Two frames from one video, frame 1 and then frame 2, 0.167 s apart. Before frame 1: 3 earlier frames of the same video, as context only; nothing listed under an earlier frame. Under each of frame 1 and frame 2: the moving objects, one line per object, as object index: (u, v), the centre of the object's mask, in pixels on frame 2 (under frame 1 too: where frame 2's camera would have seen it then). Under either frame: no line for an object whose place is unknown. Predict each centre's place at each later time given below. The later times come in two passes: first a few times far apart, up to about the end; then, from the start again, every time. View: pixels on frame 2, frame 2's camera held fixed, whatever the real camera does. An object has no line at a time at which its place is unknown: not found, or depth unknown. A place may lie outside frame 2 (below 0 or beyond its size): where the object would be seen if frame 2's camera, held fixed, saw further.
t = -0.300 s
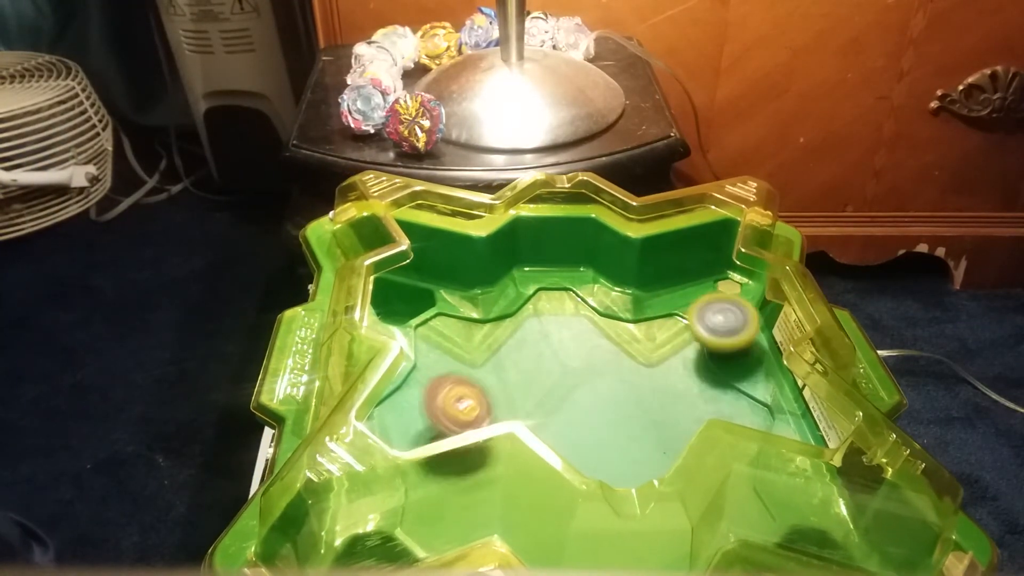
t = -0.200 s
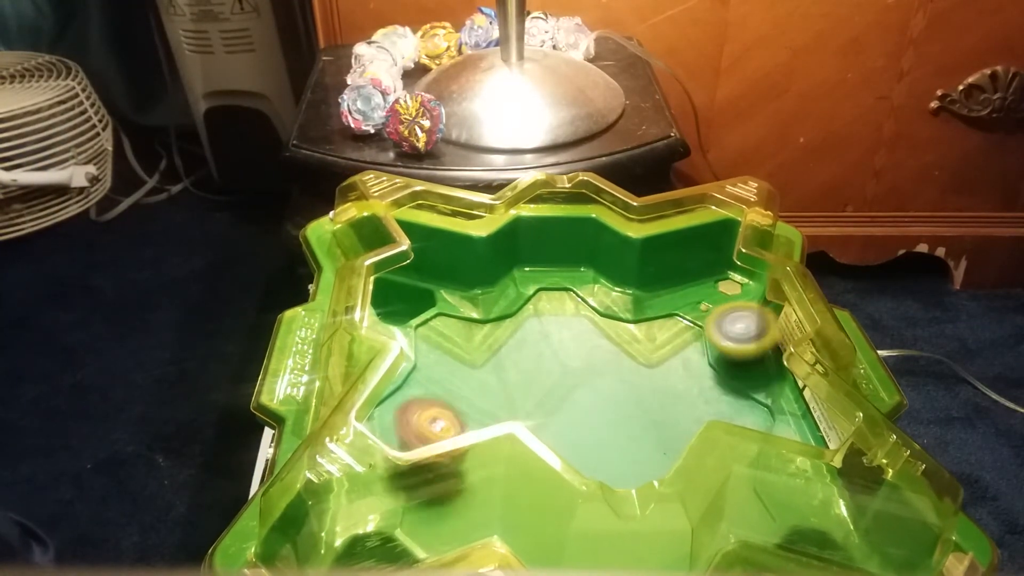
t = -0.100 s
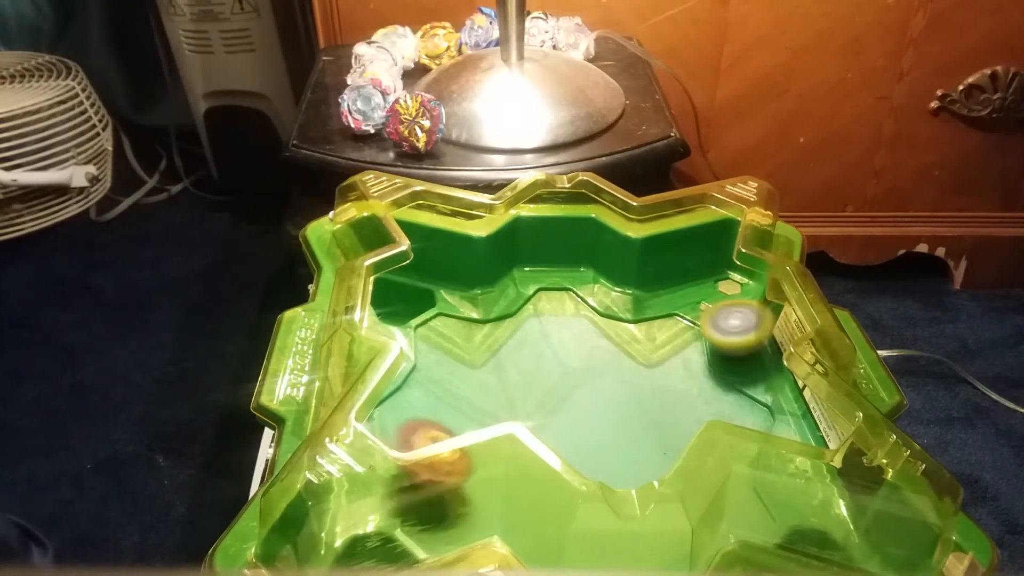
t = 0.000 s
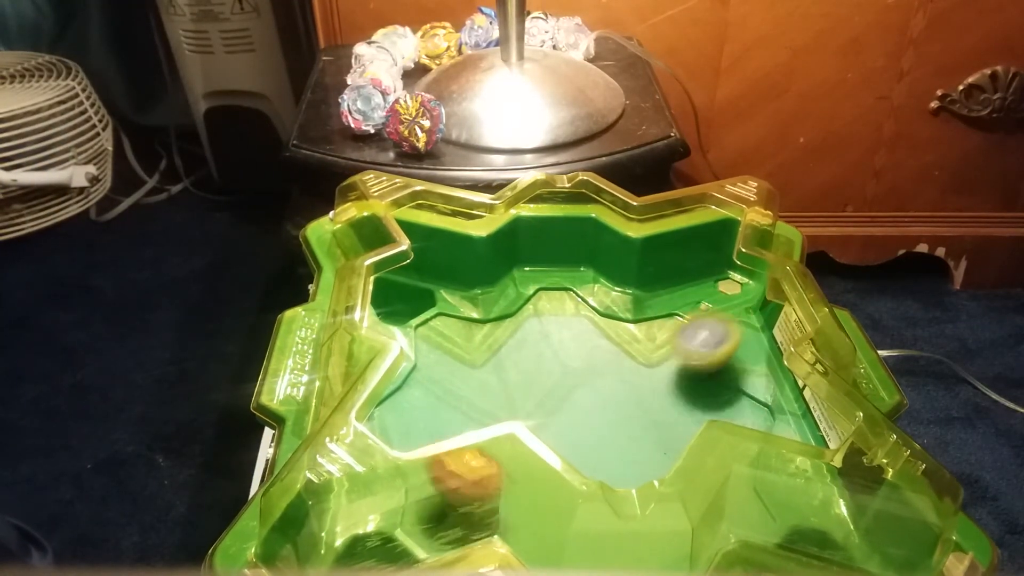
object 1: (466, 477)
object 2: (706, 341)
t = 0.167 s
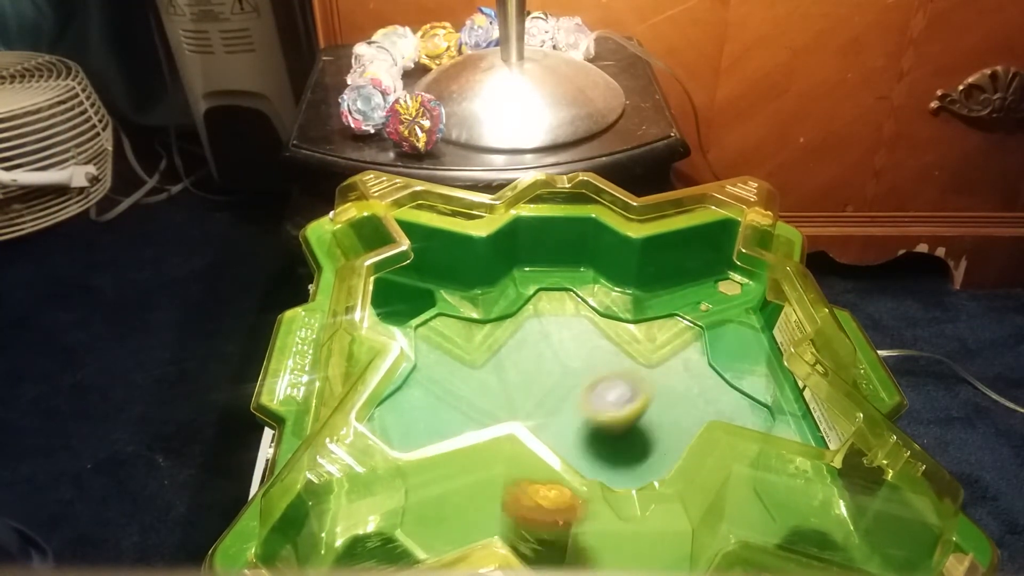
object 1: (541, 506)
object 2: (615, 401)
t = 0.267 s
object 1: (600, 510)
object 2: (586, 439)
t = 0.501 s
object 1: (703, 473)
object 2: (559, 515)
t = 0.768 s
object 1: (728, 390)
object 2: (628, 470)
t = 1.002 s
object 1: (673, 334)
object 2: (545, 395)
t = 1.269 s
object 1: (576, 325)
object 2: (458, 402)
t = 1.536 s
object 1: (503, 374)
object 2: (596, 415)
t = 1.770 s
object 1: (504, 448)
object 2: (654, 345)
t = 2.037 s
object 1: (608, 499)
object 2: (594, 346)
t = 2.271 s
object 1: (698, 478)
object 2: (630, 431)
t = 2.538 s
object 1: (797, 444)
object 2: (529, 410)
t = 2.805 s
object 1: (711, 423)
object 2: (573, 447)
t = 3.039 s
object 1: (696, 394)
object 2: (481, 412)
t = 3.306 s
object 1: (673, 417)
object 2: (430, 410)
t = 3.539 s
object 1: (620, 444)
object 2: (514, 405)
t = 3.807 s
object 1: (599, 480)
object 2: (601, 383)
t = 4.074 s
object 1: (624, 473)
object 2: (685, 386)
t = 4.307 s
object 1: (613, 448)
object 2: (730, 423)
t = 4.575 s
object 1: (564, 417)
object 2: (697, 476)
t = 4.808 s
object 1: (522, 411)
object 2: (618, 473)
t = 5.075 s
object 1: (510, 407)
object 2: (594, 448)
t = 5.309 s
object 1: (515, 393)
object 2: (618, 412)
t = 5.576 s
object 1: (546, 385)
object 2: (628, 379)
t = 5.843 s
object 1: (562, 378)
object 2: (659, 401)
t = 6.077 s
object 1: (600, 388)
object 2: (655, 437)
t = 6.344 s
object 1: (642, 398)
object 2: (619, 458)
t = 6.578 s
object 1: (655, 411)
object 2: (576, 444)
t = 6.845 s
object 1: (642, 433)
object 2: (564, 410)
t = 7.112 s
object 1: (639, 450)
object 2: (594, 394)
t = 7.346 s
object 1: (636, 464)
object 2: (624, 380)
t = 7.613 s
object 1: (644, 457)
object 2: (630, 384)
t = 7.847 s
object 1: (619, 451)
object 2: (609, 391)
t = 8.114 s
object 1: (593, 456)
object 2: (584, 381)
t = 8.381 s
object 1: (605, 452)
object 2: (580, 377)
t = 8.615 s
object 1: (605, 444)
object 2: (587, 387)
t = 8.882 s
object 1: (626, 444)
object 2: (583, 376)
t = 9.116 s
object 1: (659, 428)
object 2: (580, 409)
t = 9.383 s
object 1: (666, 427)
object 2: (564, 421)
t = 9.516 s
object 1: (647, 430)
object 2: (568, 417)
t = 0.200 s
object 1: (562, 511)
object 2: (603, 413)
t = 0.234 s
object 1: (583, 510)
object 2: (594, 428)
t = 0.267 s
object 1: (600, 510)
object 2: (586, 439)
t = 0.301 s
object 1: (618, 510)
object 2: (584, 447)
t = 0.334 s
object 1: (629, 509)
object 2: (583, 454)
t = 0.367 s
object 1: (658, 503)
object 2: (569, 473)
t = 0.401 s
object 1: (671, 491)
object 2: (564, 480)
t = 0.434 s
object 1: (685, 487)
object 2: (559, 490)
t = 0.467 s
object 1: (695, 482)
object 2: (557, 504)
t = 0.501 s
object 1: (703, 473)
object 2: (559, 515)
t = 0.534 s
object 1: (712, 463)
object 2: (570, 522)
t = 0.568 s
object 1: (719, 453)
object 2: (587, 528)
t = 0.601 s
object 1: (725, 443)
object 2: (603, 530)
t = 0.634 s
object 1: (734, 416)
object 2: (620, 523)
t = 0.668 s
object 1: (734, 411)
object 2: (633, 514)
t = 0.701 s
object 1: (733, 404)
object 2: (638, 501)
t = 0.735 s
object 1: (731, 396)
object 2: (633, 486)
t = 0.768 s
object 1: (728, 390)
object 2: (628, 470)
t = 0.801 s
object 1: (723, 379)
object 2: (622, 459)
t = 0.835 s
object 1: (718, 370)
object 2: (612, 448)
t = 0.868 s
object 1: (711, 361)
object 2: (600, 435)
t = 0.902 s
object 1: (703, 354)
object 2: (587, 425)
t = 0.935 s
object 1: (694, 348)
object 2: (574, 414)
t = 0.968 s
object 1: (683, 340)
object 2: (559, 404)
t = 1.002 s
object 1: (673, 334)
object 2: (545, 395)
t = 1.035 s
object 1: (662, 330)
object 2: (530, 388)
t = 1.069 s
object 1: (649, 326)
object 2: (514, 383)
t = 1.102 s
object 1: (638, 323)
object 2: (498, 380)
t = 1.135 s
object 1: (625, 322)
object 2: (483, 377)
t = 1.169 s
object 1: (613, 321)
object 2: (470, 379)
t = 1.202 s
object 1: (601, 321)
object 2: (460, 383)
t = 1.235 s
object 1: (587, 323)
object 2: (456, 393)
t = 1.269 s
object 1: (576, 325)
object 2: (458, 402)
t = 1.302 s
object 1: (564, 328)
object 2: (466, 408)
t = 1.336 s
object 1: (553, 333)
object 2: (478, 412)
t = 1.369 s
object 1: (542, 337)
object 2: (504, 422)
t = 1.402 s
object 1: (532, 343)
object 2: (529, 418)
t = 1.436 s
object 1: (524, 350)
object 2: (546, 422)
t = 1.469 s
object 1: (516, 357)
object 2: (562, 424)
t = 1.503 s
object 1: (509, 365)
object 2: (580, 422)
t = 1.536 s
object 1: (503, 374)
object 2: (596, 415)
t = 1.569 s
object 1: (500, 385)
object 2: (611, 407)
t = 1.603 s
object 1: (497, 392)
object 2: (622, 399)
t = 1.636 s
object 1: (494, 399)
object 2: (631, 389)
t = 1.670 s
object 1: (493, 405)
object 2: (640, 379)
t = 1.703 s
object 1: (495, 417)
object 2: (646, 369)
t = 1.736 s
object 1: (499, 436)
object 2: (651, 359)
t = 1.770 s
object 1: (504, 448)
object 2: (654, 345)
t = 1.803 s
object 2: (650, 334)
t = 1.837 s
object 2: (644, 325)
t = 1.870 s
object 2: (637, 319)
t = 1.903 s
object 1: (547, 481)
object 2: (628, 315)
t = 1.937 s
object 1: (559, 486)
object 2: (618, 317)
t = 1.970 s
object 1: (575, 493)
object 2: (608, 323)
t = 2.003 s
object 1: (589, 497)
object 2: (599, 335)
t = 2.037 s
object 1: (608, 499)
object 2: (594, 346)
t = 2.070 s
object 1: (619, 499)
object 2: (592, 362)
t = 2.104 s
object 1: (635, 498)
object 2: (594, 372)
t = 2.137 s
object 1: (649, 498)
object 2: (597, 387)
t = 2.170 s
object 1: (666, 496)
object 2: (603, 398)
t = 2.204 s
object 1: (679, 488)
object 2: (610, 410)
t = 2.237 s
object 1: (691, 482)
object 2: (620, 421)
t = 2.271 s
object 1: (698, 478)
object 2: (630, 431)
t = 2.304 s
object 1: (722, 474)
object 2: (625, 428)
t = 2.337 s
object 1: (755, 479)
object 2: (608, 421)
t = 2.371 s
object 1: (768, 478)
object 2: (594, 415)
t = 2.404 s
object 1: (773, 478)
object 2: (581, 412)
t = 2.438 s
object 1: (779, 474)
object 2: (568, 411)
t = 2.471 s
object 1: (789, 461)
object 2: (553, 410)
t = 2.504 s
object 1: (793, 453)
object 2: (541, 410)
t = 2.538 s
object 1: (797, 444)
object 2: (529, 410)
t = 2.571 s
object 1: (799, 438)
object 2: (518, 412)
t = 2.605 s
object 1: (798, 430)
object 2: (511, 423)
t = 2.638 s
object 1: (790, 423)
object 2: (508, 435)
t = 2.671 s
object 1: (780, 411)
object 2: (512, 445)
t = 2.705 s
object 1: (765, 409)
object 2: (520, 454)
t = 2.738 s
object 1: (750, 408)
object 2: (535, 453)
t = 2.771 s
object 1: (728, 408)
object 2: (563, 446)
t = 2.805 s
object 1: (711, 423)
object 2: (573, 447)
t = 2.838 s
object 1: (696, 424)
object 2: (583, 447)
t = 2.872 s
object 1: (674, 422)
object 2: (590, 444)
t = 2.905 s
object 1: (676, 416)
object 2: (576, 436)
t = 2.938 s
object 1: (691, 405)
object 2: (551, 426)
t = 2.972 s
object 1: (697, 401)
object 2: (518, 417)
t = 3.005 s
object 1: (698, 396)
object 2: (494, 413)
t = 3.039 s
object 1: (696, 394)
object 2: (481, 412)
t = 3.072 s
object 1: (696, 396)
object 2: (472, 412)
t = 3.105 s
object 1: (696, 399)
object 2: (462, 411)
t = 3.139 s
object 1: (695, 400)
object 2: (452, 411)
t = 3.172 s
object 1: (694, 402)
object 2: (442, 410)
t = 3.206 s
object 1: (690, 406)
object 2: (435, 409)
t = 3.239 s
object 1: (685, 409)
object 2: (429, 409)
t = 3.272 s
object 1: (679, 414)
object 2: (428, 409)
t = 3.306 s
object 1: (673, 417)
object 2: (430, 410)
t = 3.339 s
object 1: (666, 422)
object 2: (436, 410)
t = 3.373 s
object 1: (659, 427)
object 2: (446, 410)
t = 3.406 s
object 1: (653, 431)
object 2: (458, 409)
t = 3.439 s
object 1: (644, 436)
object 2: (471, 407)
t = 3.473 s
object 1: (637, 438)
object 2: (485, 405)
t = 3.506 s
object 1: (628, 441)
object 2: (498, 405)
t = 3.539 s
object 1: (620, 444)
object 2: (514, 405)
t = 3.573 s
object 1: (611, 447)
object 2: (528, 407)
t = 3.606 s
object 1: (603, 449)
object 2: (542, 408)
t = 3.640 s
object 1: (598, 451)
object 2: (550, 405)
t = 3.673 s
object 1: (600, 457)
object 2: (559, 399)
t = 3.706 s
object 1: (599, 461)
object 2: (570, 393)
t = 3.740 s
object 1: (601, 464)
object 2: (581, 388)
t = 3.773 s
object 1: (603, 468)
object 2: (591, 386)
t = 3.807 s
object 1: (599, 480)
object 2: (601, 383)
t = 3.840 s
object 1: (602, 484)
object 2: (612, 381)
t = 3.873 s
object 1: (601, 499)
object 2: (621, 380)
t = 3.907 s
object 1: (602, 499)
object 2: (632, 380)
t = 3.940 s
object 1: (609, 488)
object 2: (643, 380)
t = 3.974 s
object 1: (610, 488)
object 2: (653, 381)
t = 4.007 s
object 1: (621, 476)
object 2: (665, 382)
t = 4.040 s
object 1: (624, 475)
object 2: (675, 383)
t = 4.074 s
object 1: (624, 473)
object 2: (685, 386)
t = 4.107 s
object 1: (624, 470)
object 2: (694, 390)
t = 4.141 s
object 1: (627, 467)
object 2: (702, 393)
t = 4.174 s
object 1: (625, 464)
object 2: (710, 397)
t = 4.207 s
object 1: (624, 461)
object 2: (717, 401)
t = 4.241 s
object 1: (622, 457)
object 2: (724, 405)
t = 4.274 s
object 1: (618, 453)
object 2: (728, 416)
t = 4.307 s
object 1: (613, 448)
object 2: (730, 423)
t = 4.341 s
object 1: (608, 443)
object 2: (733, 431)
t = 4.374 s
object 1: (603, 439)
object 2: (733, 439)
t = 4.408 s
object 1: (597, 434)
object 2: (730, 446)
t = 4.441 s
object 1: (589, 429)
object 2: (725, 455)
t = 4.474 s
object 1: (583, 426)
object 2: (720, 460)
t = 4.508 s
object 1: (577, 423)
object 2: (717, 465)
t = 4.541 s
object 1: (570, 420)
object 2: (707, 473)
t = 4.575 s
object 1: (564, 417)
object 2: (697, 476)
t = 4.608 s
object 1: (556, 415)
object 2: (692, 479)
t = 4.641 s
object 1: (550, 413)
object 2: (669, 475)
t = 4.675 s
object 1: (543, 411)
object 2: (655, 477)
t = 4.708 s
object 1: (536, 411)
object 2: (644, 474)
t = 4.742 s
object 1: (528, 409)
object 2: (635, 474)
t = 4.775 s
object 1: (526, 411)
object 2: (627, 474)
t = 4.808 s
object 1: (522, 411)
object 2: (618, 473)
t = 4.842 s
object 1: (520, 412)
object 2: (609, 470)
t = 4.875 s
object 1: (522, 413)
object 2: (601, 468)
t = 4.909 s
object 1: (522, 415)
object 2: (594, 463)
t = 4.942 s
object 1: (521, 414)
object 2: (591, 460)
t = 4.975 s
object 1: (513, 412)
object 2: (592, 460)
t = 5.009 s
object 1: (512, 410)
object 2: (594, 457)
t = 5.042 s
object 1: (511, 408)
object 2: (595, 453)
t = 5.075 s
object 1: (510, 407)
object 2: (594, 448)
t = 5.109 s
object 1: (511, 404)
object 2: (594, 442)
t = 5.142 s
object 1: (514, 404)
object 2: (593, 435)
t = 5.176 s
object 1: (516, 402)
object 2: (594, 429)
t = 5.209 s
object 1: (513, 399)
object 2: (600, 425)
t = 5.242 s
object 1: (513, 397)
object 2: (607, 422)
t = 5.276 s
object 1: (516, 395)
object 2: (612, 416)
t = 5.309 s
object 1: (515, 393)
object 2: (618, 412)
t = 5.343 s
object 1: (516, 390)
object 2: (623, 407)
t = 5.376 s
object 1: (517, 388)
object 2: (626, 402)
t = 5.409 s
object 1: (520, 387)
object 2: (629, 397)
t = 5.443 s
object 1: (524, 385)
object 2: (631, 392)
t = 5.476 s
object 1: (528, 385)
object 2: (631, 388)
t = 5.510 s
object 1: (533, 385)
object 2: (631, 385)
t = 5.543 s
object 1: (540, 385)
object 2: (630, 380)
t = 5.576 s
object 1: (546, 385)
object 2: (628, 379)
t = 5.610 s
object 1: (552, 384)
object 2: (628, 378)
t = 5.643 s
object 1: (551, 383)
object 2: (633, 381)
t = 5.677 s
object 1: (553, 381)
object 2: (640, 383)
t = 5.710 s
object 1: (555, 380)
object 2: (643, 385)
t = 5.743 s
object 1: (556, 378)
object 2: (649, 389)
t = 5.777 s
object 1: (557, 378)
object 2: (652, 393)
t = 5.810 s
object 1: (560, 378)
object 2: (657, 398)
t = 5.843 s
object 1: (562, 378)
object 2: (659, 401)
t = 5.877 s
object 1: (566, 378)
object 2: (662, 407)
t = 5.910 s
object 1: (572, 379)
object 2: (663, 412)
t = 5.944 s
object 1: (577, 381)
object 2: (664, 418)
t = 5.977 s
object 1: (583, 383)
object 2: (663, 423)
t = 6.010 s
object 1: (589, 385)
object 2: (662, 427)
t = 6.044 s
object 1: (594, 386)
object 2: (658, 432)
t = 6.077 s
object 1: (600, 388)
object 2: (655, 437)
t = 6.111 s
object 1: (608, 390)
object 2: (651, 441)
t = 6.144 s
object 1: (613, 391)
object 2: (648, 445)
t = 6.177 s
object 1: (617, 393)
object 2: (643, 449)
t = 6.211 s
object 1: (625, 393)
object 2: (640, 451)
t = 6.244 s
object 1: (629, 395)
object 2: (636, 454)
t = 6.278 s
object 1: (633, 395)
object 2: (631, 455)
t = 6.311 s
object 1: (637, 397)
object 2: (624, 457)
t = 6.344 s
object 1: (642, 398)
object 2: (619, 458)
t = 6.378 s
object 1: (645, 399)
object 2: (612, 458)
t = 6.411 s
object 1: (648, 401)
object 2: (606, 457)
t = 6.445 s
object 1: (651, 403)
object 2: (598, 455)
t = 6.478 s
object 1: (653, 405)
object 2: (593, 453)
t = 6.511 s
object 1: (654, 406)
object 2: (587, 451)
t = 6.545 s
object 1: (654, 409)
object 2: (582, 448)
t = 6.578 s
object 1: (655, 411)
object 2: (576, 444)
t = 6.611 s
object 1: (655, 414)
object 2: (571, 439)
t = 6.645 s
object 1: (653, 415)
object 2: (567, 435)
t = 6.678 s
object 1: (651, 419)
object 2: (565, 431)
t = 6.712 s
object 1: (649, 422)
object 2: (563, 427)
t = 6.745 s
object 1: (647, 424)
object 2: (563, 424)
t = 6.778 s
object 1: (646, 427)
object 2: (562, 419)
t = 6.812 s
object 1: (643, 429)
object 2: (563, 416)
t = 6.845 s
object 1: (642, 433)
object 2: (564, 410)
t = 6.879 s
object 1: (642, 437)
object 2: (564, 406)
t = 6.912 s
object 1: (641, 439)
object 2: (569, 402)
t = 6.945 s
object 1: (642, 443)
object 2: (571, 401)
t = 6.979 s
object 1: (642, 445)
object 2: (573, 399)
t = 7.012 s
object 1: (640, 448)
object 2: (576, 395)
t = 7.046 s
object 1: (639, 449)
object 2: (584, 393)
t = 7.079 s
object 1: (639, 450)
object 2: (590, 394)
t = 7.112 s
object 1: (639, 450)
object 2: (594, 394)
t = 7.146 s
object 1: (638, 450)
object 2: (597, 396)
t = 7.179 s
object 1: (636, 451)
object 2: (601, 396)
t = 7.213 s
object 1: (634, 451)
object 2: (607, 397)
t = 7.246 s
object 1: (634, 453)
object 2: (613, 396)
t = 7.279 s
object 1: (636, 457)
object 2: (617, 389)
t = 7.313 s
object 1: (636, 461)
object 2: (620, 383)
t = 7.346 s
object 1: (636, 464)
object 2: (624, 380)
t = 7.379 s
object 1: (636, 465)
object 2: (626, 379)
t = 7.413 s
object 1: (637, 465)
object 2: (625, 376)
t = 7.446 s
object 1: (648, 467)
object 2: (629, 375)
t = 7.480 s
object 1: (651, 467)
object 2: (631, 377)
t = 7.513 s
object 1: (651, 467)
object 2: (630, 376)
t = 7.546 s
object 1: (650, 464)
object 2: (630, 377)
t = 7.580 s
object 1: (649, 463)
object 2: (631, 379)
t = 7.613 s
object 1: (644, 457)
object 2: (630, 384)
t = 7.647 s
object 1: (643, 454)
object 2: (627, 387)
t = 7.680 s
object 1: (638, 453)
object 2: (623, 390)
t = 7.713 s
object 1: (631, 453)
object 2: (620, 390)
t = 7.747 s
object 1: (626, 451)
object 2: (619, 391)
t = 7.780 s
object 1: (623, 451)
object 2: (616, 390)
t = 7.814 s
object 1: (621, 451)
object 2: (614, 392)
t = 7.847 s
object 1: (619, 451)
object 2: (609, 391)
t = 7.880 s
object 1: (615, 449)
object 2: (605, 391)
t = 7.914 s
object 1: (609, 449)
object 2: (602, 390)
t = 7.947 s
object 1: (603, 449)
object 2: (598, 390)
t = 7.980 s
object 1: (600, 450)
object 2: (596, 389)
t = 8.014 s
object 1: (597, 452)
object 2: (594, 390)
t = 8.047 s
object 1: (595, 454)
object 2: (590, 388)
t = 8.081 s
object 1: (595, 455)
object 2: (587, 386)
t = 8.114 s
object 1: (593, 456)
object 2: (584, 381)
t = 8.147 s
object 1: (595, 456)
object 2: (583, 377)
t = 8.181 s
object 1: (598, 458)
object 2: (582, 375)
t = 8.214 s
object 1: (601, 460)
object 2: (581, 373)
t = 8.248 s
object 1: (603, 460)
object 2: (579, 372)
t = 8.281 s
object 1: (603, 459)
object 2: (580, 373)
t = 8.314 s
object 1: (603, 457)
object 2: (580, 374)
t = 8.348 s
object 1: (605, 455)
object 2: (580, 375)
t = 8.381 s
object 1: (605, 452)
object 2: (580, 377)
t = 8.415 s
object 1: (603, 448)
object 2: (583, 382)
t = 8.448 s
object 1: (600, 445)
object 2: (584, 386)
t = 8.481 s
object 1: (598, 444)
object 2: (584, 387)
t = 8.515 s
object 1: (599, 446)
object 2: (588, 382)
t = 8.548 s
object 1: (607, 449)
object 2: (591, 384)
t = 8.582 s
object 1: (607, 447)
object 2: (592, 385)
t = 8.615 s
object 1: (605, 444)
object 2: (587, 387)
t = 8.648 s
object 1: (605, 447)
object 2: (582, 379)
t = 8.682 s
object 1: (613, 452)
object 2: (582, 371)
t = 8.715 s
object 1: (616, 452)
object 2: (583, 368)
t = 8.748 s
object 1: (620, 450)
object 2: (586, 370)
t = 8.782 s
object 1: (621, 449)
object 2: (587, 372)
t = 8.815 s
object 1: (621, 446)
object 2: (585, 375)
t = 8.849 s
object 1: (623, 446)
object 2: (582, 376)
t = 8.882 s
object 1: (626, 444)
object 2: (583, 376)
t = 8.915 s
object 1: (629, 443)
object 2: (582, 378)
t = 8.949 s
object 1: (631, 440)
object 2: (582, 381)
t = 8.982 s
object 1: (634, 437)
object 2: (583, 386)
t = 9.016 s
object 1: (639, 434)
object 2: (583, 391)
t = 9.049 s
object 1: (644, 430)
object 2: (583, 397)
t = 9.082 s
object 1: (651, 429)
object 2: (582, 403)
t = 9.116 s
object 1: (659, 428)
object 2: (580, 409)
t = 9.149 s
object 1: (663, 428)
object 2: (578, 415)
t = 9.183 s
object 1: (666, 428)
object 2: (577, 419)
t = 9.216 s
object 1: (667, 428)
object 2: (572, 422)
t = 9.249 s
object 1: (668, 427)
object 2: (568, 423)
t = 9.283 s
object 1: (668, 428)
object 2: (566, 424)
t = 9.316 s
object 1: (668, 427)
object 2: (564, 423)
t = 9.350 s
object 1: (667, 427)
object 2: (563, 422)
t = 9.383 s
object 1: (666, 427)
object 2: (564, 421)
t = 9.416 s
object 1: (664, 428)
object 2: (566, 420)
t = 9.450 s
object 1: (661, 427)
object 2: (569, 421)
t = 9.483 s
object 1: (654, 428)
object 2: (569, 419)
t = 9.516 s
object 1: (647, 430)
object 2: (568, 417)
